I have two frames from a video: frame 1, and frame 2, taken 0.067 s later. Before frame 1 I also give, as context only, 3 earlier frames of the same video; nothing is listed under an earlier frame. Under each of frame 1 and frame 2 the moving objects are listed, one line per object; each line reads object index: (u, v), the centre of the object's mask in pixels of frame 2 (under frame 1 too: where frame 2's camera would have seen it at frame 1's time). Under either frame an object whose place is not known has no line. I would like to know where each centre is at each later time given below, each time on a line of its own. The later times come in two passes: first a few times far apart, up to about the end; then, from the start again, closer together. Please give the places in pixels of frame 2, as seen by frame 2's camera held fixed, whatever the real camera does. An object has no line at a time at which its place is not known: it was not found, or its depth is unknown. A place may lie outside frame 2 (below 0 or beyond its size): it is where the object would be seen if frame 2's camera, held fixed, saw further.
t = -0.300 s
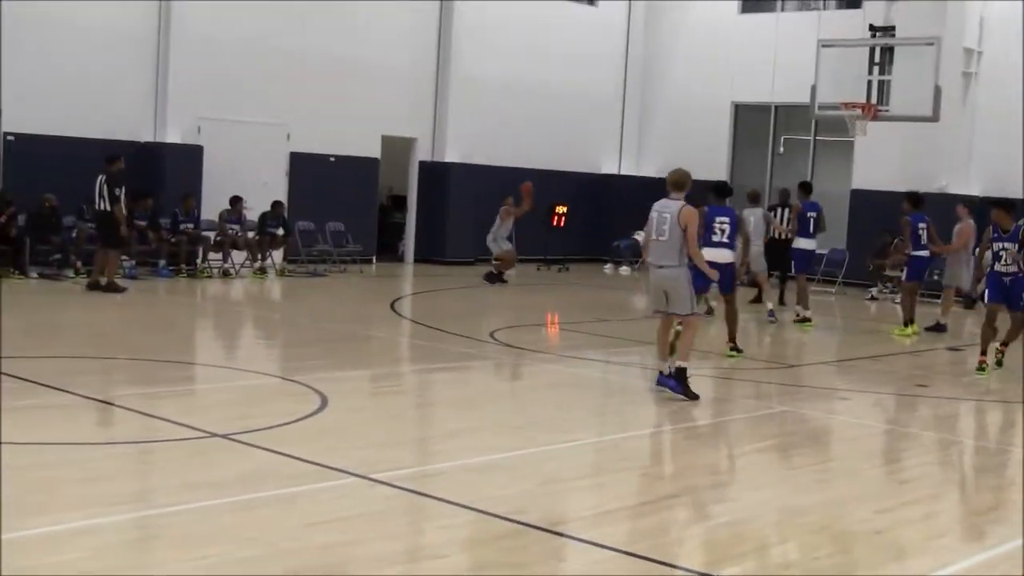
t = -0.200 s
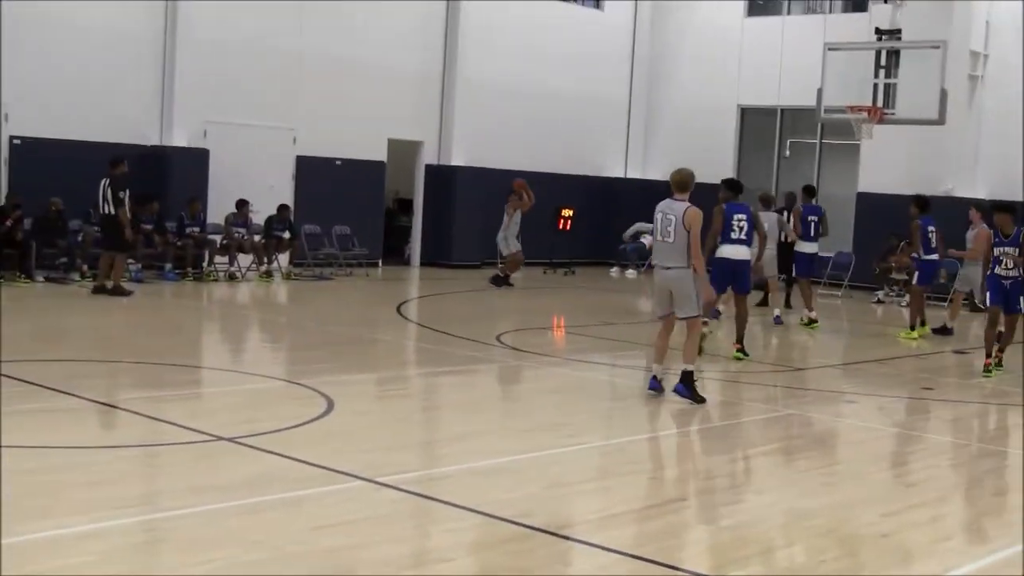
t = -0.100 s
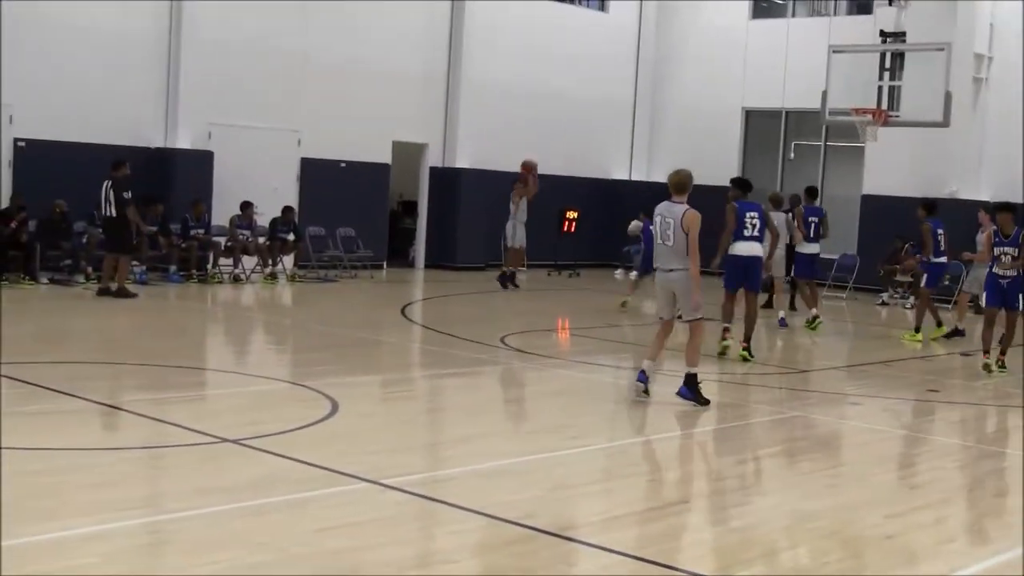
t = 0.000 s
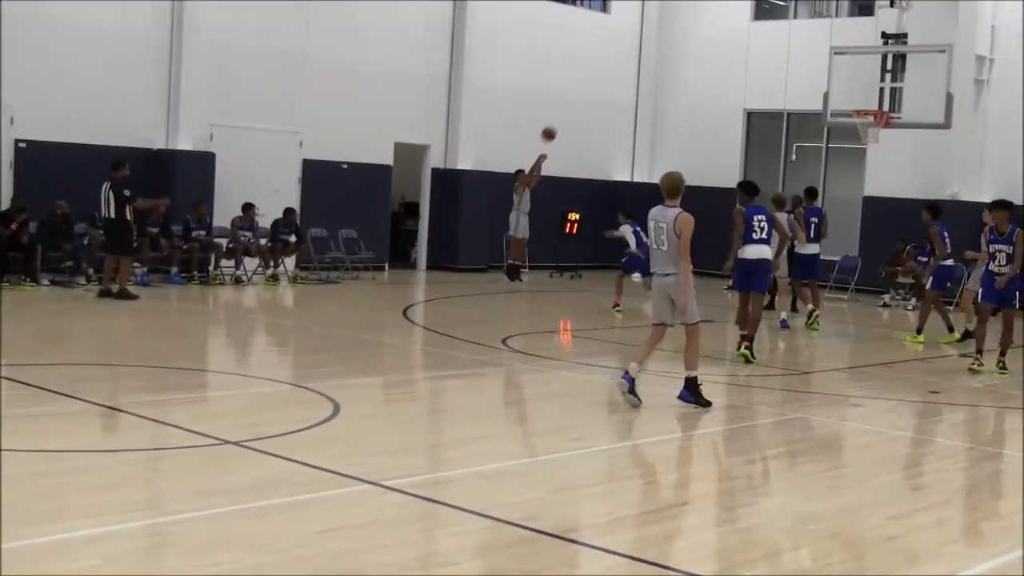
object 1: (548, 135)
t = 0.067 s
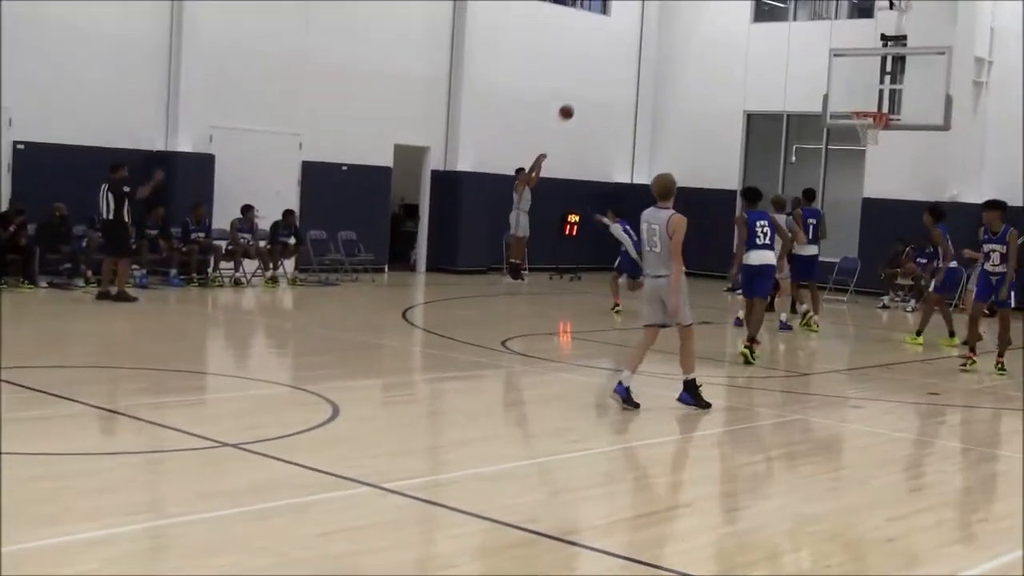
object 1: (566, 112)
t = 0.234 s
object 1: (611, 63)
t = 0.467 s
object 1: (676, 20)
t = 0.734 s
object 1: (755, 9)
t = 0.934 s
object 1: (817, 34)
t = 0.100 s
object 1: (574, 101)
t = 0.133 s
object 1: (584, 91)
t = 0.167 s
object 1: (593, 81)
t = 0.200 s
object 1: (602, 72)
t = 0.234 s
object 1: (611, 63)
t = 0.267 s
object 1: (620, 55)
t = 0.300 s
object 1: (629, 48)
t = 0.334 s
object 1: (639, 41)
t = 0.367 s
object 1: (647, 35)
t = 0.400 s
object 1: (657, 30)
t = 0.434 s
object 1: (666, 24)
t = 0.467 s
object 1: (676, 20)
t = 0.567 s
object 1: (705, 9)
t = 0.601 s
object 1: (715, 7)
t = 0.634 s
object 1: (725, 7)
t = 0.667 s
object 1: (735, 6)
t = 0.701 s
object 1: (745, 7)
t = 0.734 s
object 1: (755, 9)
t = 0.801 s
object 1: (775, 14)
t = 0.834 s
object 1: (785, 19)
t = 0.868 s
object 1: (796, 22)
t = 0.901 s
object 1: (807, 27)
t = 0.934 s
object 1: (817, 34)
